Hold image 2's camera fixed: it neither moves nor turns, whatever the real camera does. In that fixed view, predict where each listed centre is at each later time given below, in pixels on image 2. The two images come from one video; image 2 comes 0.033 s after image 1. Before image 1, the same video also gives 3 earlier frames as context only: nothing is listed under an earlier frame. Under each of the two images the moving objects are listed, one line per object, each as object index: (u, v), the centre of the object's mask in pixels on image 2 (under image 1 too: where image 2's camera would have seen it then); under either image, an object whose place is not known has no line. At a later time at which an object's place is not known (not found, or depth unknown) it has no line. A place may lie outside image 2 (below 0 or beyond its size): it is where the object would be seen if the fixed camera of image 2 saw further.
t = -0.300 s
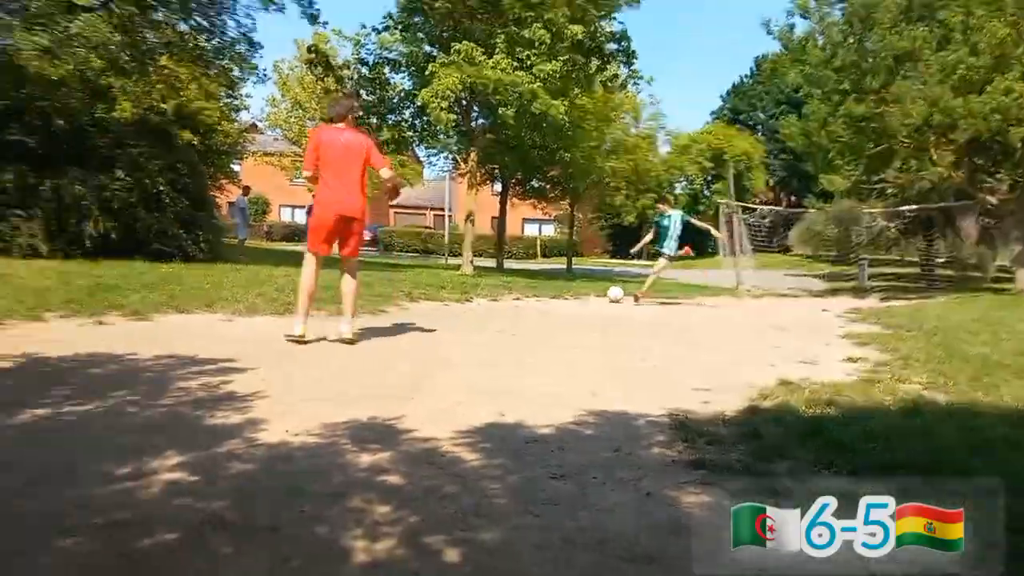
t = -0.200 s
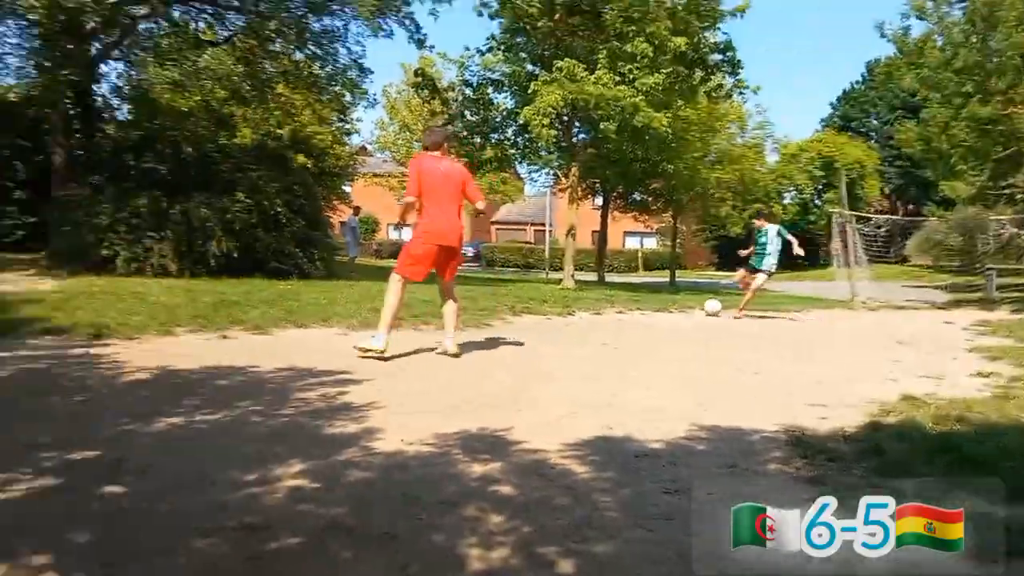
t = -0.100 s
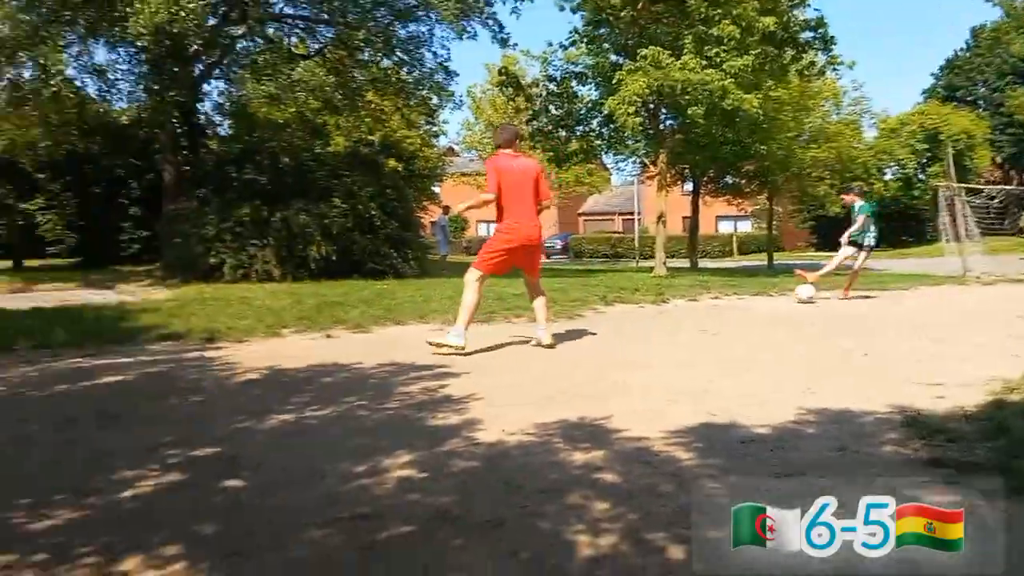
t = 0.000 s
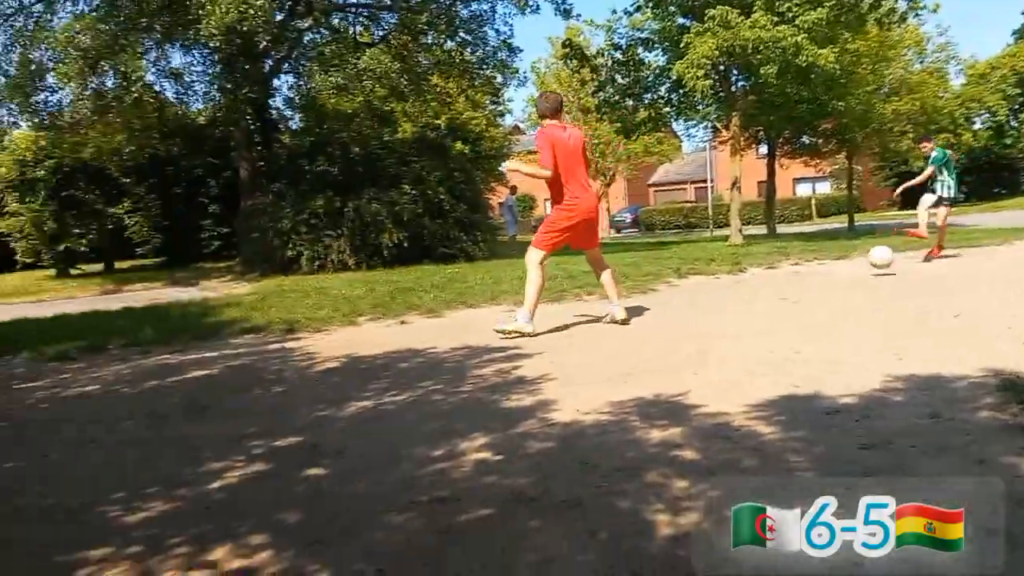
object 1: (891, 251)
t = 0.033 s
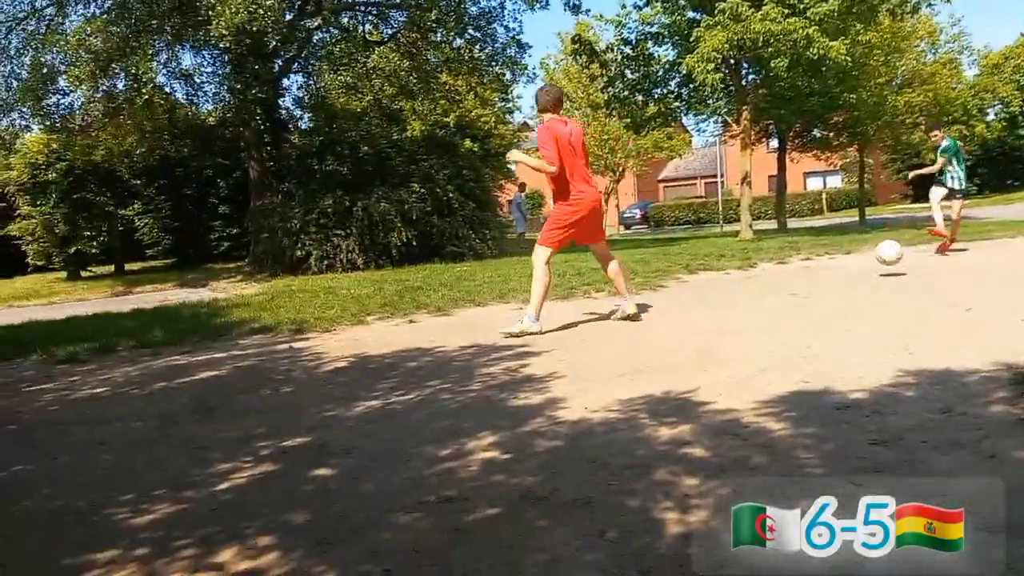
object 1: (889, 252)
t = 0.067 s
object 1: (887, 255)
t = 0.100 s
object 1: (884, 261)
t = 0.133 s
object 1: (881, 271)
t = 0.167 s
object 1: (878, 284)
